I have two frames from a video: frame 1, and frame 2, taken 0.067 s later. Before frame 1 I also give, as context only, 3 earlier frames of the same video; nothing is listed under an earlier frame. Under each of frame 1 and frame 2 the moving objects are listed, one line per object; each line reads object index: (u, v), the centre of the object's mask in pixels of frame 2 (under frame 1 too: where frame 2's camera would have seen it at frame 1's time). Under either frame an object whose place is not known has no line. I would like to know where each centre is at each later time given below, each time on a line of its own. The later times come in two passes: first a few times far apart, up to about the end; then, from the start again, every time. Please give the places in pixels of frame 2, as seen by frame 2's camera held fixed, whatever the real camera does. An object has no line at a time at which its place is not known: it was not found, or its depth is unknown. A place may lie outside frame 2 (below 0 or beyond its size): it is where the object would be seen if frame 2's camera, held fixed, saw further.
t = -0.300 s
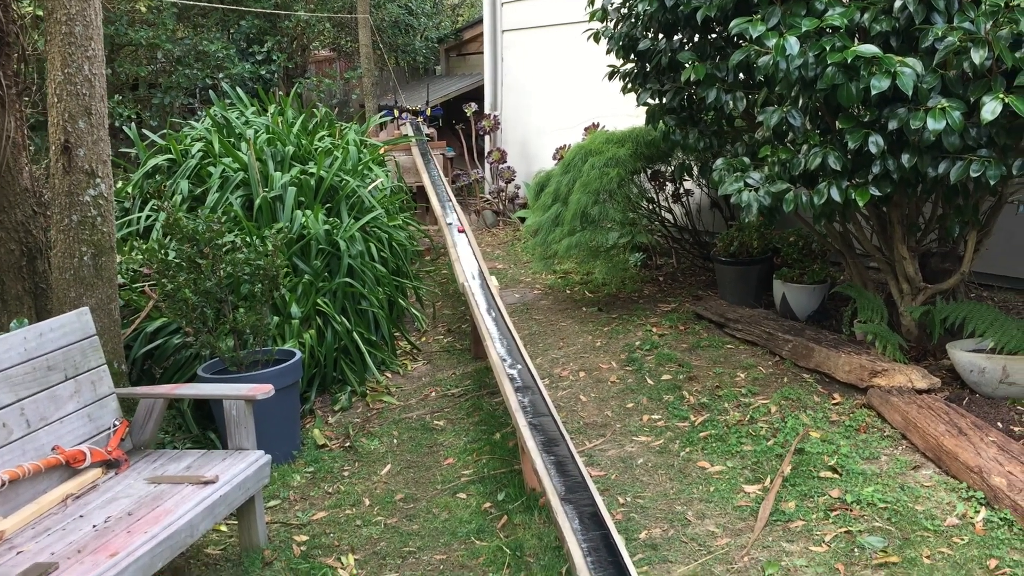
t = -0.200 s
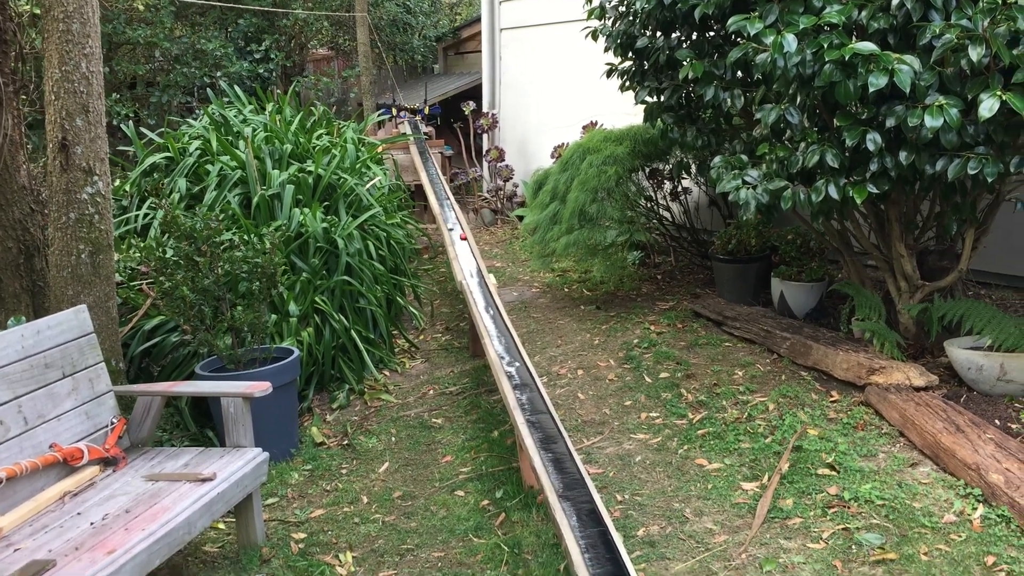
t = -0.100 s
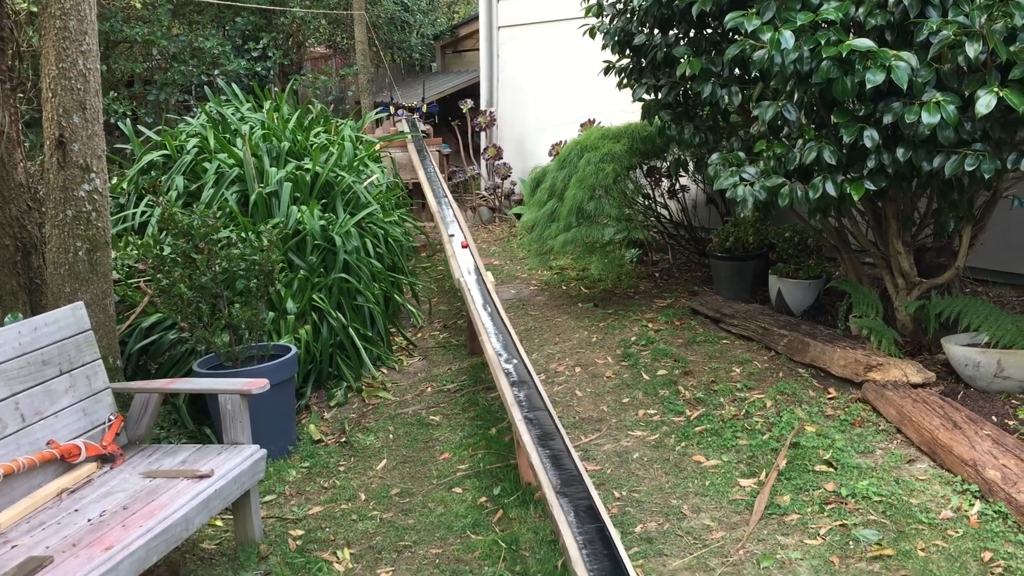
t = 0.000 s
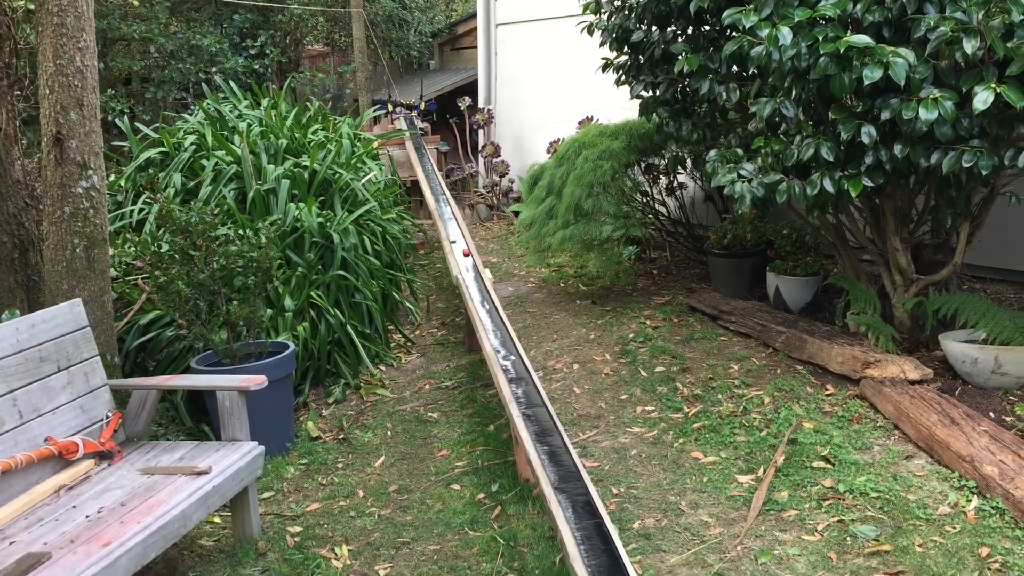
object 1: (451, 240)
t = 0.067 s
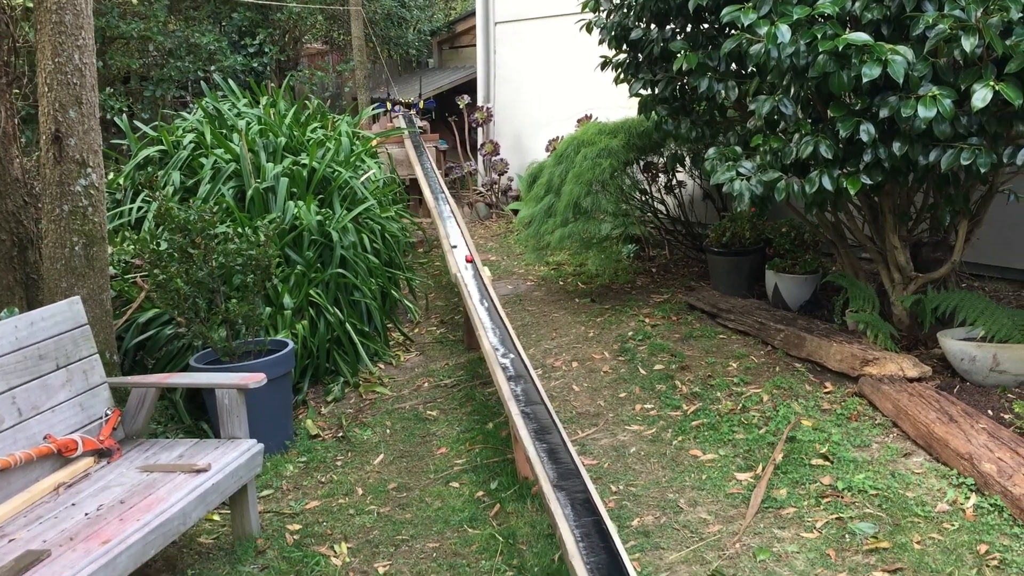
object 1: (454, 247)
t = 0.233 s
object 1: (461, 263)
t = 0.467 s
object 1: (480, 290)
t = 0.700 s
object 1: (501, 324)
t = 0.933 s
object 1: (523, 366)
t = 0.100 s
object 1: (455, 249)
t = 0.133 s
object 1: (456, 252)
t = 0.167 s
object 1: (458, 256)
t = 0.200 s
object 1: (459, 260)
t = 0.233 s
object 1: (461, 263)
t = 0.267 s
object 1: (463, 267)
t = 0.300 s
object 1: (465, 270)
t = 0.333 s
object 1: (468, 274)
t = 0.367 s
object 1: (470, 277)
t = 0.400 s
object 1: (473, 282)
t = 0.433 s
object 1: (477, 285)
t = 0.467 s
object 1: (480, 290)
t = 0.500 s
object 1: (483, 294)
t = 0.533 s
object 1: (486, 299)
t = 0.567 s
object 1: (489, 303)
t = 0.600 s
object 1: (492, 308)
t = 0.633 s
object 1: (495, 313)
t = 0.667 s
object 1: (498, 318)
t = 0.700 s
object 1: (501, 324)
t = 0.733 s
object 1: (503, 329)
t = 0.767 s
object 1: (506, 335)
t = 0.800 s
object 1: (509, 341)
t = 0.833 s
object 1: (513, 347)
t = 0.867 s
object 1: (516, 353)
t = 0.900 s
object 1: (519, 359)
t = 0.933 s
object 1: (523, 366)
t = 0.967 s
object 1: (527, 374)
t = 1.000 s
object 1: (531, 381)
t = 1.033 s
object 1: (534, 389)
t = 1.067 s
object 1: (538, 397)
